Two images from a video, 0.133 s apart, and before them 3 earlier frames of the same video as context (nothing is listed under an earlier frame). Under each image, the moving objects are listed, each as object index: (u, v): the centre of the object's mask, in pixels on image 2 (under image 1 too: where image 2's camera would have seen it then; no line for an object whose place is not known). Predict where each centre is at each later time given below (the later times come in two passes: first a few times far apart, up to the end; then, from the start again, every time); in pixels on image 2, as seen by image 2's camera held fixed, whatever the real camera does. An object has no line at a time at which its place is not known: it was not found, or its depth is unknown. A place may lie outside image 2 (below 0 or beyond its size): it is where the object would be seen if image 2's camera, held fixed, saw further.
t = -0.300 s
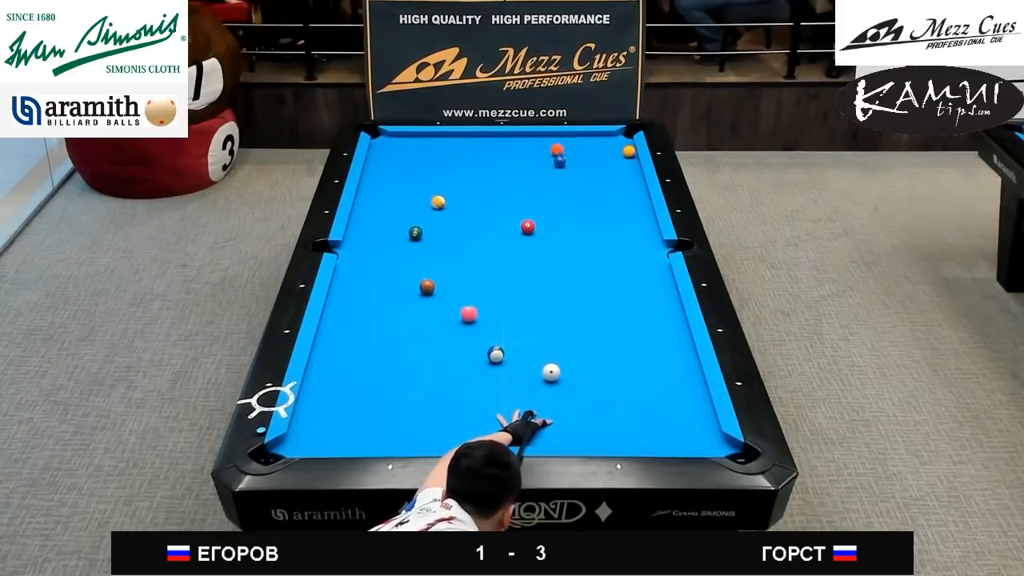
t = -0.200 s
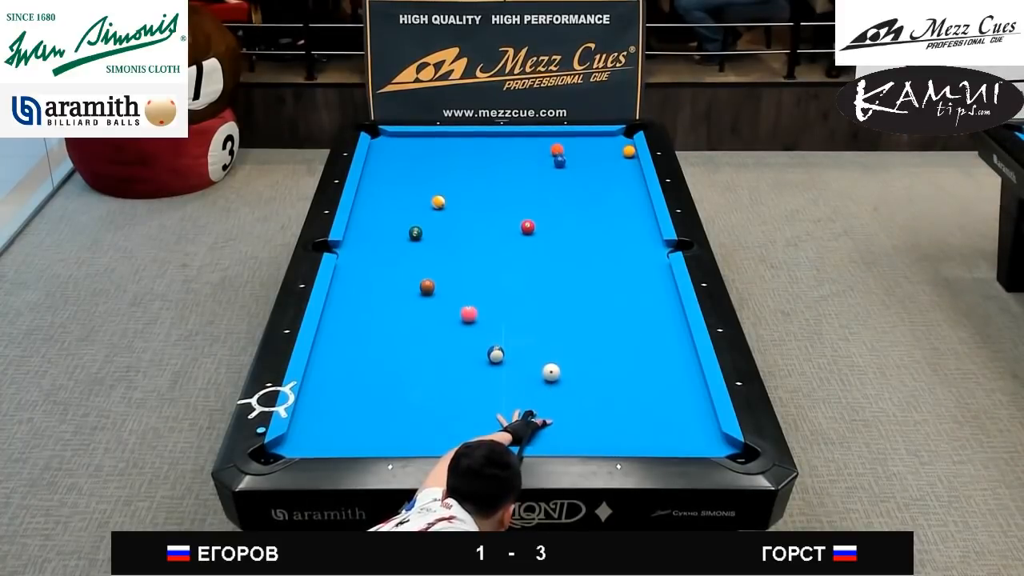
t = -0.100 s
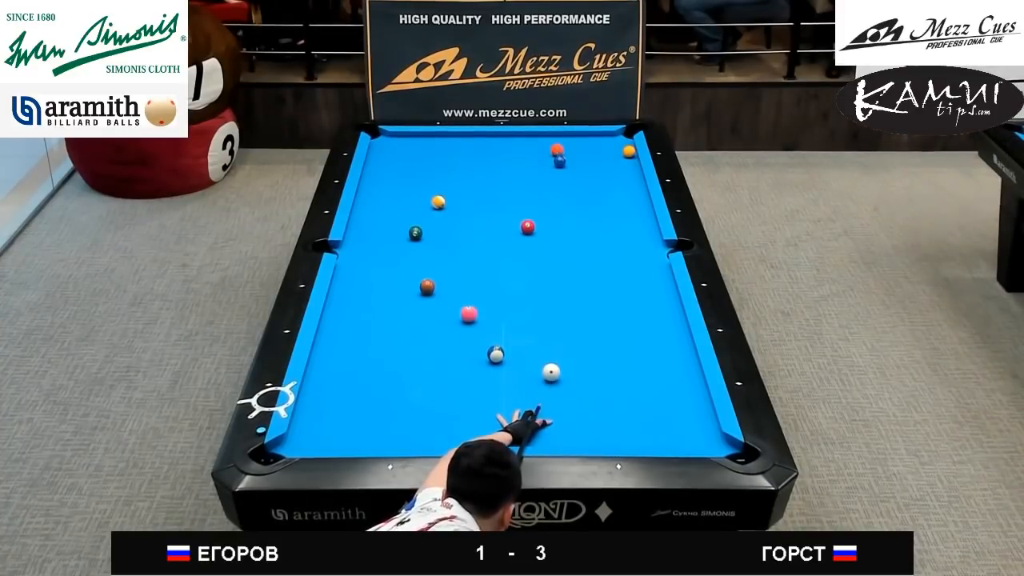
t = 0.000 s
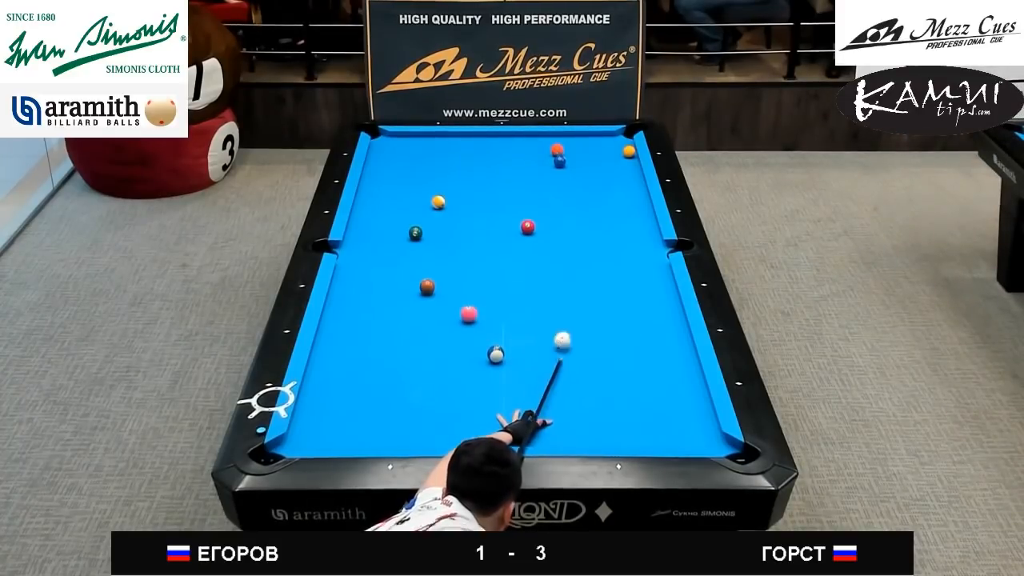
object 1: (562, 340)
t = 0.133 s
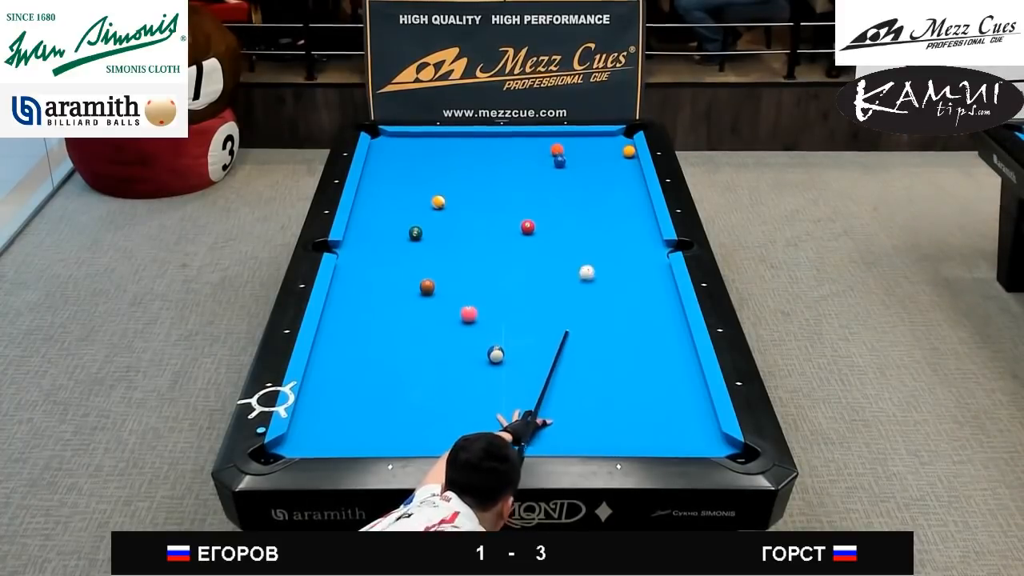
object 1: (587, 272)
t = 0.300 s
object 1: (609, 211)
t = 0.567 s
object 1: (632, 156)
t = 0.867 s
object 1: (623, 161)
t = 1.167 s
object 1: (615, 164)
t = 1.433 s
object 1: (609, 168)
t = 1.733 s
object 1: (602, 170)
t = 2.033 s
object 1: (597, 173)
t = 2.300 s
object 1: (592, 175)
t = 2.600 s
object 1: (588, 177)
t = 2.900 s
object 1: (585, 178)
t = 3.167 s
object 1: (584, 179)
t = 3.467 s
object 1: (583, 180)
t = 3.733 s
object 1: (583, 178)
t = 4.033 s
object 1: (582, 180)
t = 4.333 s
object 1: (582, 180)
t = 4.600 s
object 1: (582, 180)
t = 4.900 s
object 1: (582, 180)
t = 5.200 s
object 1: (582, 180)
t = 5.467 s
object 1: (582, 180)
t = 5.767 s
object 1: (582, 180)
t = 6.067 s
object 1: (582, 180)
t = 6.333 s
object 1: (582, 180)
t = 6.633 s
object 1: (582, 180)
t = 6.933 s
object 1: (582, 180)
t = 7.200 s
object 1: (582, 180)
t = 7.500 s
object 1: (582, 180)
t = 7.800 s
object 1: (582, 180)
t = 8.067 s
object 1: (582, 180)
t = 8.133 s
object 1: (582, 180)
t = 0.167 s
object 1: (592, 258)
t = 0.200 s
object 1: (597, 245)
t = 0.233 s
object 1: (601, 233)
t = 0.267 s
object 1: (605, 221)
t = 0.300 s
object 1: (609, 211)
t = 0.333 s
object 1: (613, 200)
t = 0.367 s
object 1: (616, 191)
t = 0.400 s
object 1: (619, 182)
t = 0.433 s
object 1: (623, 173)
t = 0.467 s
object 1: (625, 165)
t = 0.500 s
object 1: (628, 158)
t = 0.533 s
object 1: (631, 156)
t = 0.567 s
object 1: (632, 156)
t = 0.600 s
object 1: (631, 157)
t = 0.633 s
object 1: (630, 157)
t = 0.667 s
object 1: (629, 158)
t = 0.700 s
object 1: (628, 158)
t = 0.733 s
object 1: (627, 159)
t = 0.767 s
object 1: (626, 159)
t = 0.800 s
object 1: (625, 160)
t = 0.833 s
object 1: (624, 160)
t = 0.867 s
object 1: (623, 161)
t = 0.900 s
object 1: (622, 161)
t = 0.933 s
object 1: (621, 161)
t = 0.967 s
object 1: (621, 162)
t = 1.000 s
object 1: (620, 162)
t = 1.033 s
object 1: (619, 163)
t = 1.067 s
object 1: (618, 163)
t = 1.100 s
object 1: (617, 164)
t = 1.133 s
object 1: (616, 164)
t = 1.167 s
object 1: (615, 164)
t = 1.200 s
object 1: (614, 165)
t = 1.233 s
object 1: (614, 165)
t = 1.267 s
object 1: (613, 166)
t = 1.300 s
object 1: (612, 166)
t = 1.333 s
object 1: (611, 166)
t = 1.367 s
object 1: (610, 167)
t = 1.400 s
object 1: (609, 167)
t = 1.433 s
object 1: (609, 168)
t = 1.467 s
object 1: (608, 168)
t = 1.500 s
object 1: (607, 168)
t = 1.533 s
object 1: (607, 169)
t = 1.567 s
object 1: (606, 169)
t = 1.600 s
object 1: (605, 169)
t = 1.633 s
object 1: (604, 169)
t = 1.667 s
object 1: (604, 170)
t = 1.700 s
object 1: (603, 170)
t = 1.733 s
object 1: (602, 170)
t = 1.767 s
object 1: (602, 171)
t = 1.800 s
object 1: (601, 171)
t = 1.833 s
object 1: (600, 172)
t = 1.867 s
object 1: (600, 172)
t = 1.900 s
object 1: (599, 172)
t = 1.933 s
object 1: (598, 172)
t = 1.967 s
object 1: (598, 172)
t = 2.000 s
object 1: (597, 173)
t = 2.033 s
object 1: (597, 173)
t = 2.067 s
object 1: (596, 173)
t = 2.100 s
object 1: (595, 174)
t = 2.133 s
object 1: (595, 174)
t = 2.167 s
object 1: (594, 174)
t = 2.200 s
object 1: (594, 174)
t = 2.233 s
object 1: (593, 175)
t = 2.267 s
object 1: (593, 175)
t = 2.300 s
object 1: (592, 175)
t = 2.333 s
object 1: (592, 175)
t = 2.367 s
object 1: (591, 175)
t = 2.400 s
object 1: (591, 176)
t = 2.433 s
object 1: (590, 176)
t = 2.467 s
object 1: (590, 176)
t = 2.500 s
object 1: (589, 176)
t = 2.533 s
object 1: (589, 176)
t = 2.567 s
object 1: (589, 177)
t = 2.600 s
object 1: (588, 177)
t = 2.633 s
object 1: (588, 177)
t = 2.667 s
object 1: (588, 177)
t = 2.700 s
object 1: (587, 177)
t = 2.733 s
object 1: (587, 177)
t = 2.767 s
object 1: (587, 178)
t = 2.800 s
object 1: (586, 178)
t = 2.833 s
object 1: (586, 178)
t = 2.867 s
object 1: (586, 178)
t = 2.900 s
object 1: (585, 178)
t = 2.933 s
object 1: (585, 178)
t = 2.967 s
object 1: (585, 178)
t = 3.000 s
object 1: (585, 179)
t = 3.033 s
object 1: (584, 179)
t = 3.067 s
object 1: (584, 179)
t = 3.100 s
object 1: (584, 179)
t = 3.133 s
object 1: (584, 179)
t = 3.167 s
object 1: (584, 179)
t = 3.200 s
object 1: (584, 179)
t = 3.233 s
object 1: (583, 179)
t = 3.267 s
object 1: (583, 179)
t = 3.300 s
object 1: (583, 179)
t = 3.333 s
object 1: (583, 179)
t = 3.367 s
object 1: (583, 179)
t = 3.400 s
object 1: (583, 179)
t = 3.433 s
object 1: (583, 180)
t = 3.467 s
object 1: (583, 180)
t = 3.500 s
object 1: (583, 179)
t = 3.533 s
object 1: (582, 180)
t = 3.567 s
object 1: (582, 180)
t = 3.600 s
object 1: (582, 180)
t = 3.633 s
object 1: (582, 180)
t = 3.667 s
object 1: (582, 180)
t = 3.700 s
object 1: (583, 179)
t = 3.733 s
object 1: (583, 178)
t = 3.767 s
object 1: (582, 176)
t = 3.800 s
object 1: (582, 176)
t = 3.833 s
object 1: (582, 177)
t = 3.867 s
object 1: (582, 178)
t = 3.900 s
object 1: (582, 179)
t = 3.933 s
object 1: (582, 180)
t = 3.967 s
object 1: (582, 179)
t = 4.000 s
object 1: (582, 180)
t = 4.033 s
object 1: (582, 180)
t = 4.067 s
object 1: (582, 180)
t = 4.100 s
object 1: (582, 180)
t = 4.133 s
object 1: (582, 180)
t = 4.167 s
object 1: (582, 180)
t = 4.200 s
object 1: (582, 180)
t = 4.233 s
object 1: (582, 180)
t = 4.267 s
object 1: (582, 180)
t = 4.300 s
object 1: (582, 180)
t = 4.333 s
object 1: (582, 180)
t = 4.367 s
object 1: (582, 180)
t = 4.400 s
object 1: (582, 180)
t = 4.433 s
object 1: (582, 180)
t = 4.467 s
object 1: (582, 180)
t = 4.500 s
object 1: (582, 180)
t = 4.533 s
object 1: (582, 180)
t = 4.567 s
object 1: (582, 180)
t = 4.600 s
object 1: (582, 180)
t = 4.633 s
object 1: (582, 180)
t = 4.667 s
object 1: (582, 180)
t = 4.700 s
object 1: (582, 180)
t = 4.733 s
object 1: (582, 180)
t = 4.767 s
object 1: (582, 180)
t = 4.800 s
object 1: (582, 180)
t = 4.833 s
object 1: (582, 180)
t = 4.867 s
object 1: (582, 180)
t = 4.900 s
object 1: (582, 180)
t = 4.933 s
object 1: (582, 180)
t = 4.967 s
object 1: (582, 180)
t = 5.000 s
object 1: (582, 180)
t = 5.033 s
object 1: (582, 180)
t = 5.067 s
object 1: (582, 180)
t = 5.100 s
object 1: (582, 180)
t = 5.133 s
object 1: (582, 180)
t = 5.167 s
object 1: (582, 180)
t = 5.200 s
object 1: (582, 180)
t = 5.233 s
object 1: (582, 180)
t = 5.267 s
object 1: (582, 180)
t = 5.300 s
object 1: (582, 180)
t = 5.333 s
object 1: (582, 180)
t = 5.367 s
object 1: (582, 180)
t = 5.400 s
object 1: (582, 180)
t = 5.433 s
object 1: (582, 180)
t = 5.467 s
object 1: (582, 180)
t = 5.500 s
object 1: (582, 180)
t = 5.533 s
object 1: (582, 180)
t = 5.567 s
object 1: (582, 180)
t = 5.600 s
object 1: (582, 180)
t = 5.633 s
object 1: (582, 180)
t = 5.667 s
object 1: (582, 180)
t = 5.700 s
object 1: (582, 180)
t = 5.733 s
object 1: (582, 180)
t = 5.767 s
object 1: (582, 180)
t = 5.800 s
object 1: (582, 180)
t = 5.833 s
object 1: (582, 180)
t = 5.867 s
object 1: (582, 180)
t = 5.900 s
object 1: (582, 180)
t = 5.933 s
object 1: (582, 180)
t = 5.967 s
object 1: (582, 180)
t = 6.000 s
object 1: (582, 180)
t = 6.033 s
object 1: (582, 180)
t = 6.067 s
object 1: (582, 180)
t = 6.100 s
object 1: (582, 180)
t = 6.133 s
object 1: (582, 180)
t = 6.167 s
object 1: (582, 180)
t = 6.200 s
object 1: (582, 180)
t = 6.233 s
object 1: (582, 180)
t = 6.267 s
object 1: (582, 180)
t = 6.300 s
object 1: (582, 179)
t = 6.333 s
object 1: (582, 180)
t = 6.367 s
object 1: (582, 180)
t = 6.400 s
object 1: (582, 180)
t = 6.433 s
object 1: (582, 180)
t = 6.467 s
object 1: (582, 180)
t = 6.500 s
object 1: (582, 180)
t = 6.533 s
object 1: (582, 180)
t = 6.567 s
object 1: (582, 180)
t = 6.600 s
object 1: (582, 180)
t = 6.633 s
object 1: (582, 180)
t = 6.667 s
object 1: (582, 180)
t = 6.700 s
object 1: (582, 180)
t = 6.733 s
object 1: (582, 180)
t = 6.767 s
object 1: (582, 180)
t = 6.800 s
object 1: (582, 180)
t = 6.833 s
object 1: (582, 180)
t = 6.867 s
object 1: (582, 180)
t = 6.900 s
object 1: (582, 180)
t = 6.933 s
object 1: (582, 180)
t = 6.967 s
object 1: (582, 180)
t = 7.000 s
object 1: (582, 180)
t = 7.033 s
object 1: (582, 180)
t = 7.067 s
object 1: (582, 180)
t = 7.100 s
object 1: (582, 180)
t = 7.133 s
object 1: (582, 180)
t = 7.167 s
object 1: (582, 180)
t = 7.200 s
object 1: (582, 180)
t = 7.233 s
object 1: (582, 180)
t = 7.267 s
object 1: (582, 180)
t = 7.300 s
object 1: (582, 180)
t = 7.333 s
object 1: (582, 180)
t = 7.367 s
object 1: (582, 180)
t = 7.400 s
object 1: (582, 180)
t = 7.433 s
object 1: (582, 180)
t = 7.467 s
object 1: (582, 180)
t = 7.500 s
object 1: (582, 180)
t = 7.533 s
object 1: (582, 180)
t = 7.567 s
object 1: (582, 180)
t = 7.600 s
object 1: (582, 180)
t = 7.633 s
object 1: (582, 180)
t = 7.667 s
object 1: (582, 180)
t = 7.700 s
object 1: (582, 180)
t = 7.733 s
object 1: (582, 180)
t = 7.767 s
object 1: (582, 180)
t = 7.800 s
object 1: (582, 180)
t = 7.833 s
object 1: (582, 180)
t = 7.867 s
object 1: (582, 180)
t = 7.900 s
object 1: (582, 180)
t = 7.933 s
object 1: (582, 180)
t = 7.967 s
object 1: (582, 180)
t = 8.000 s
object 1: (582, 180)
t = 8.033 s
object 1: (582, 180)
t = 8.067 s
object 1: (582, 180)
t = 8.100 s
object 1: (582, 180)
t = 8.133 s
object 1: (582, 180)
